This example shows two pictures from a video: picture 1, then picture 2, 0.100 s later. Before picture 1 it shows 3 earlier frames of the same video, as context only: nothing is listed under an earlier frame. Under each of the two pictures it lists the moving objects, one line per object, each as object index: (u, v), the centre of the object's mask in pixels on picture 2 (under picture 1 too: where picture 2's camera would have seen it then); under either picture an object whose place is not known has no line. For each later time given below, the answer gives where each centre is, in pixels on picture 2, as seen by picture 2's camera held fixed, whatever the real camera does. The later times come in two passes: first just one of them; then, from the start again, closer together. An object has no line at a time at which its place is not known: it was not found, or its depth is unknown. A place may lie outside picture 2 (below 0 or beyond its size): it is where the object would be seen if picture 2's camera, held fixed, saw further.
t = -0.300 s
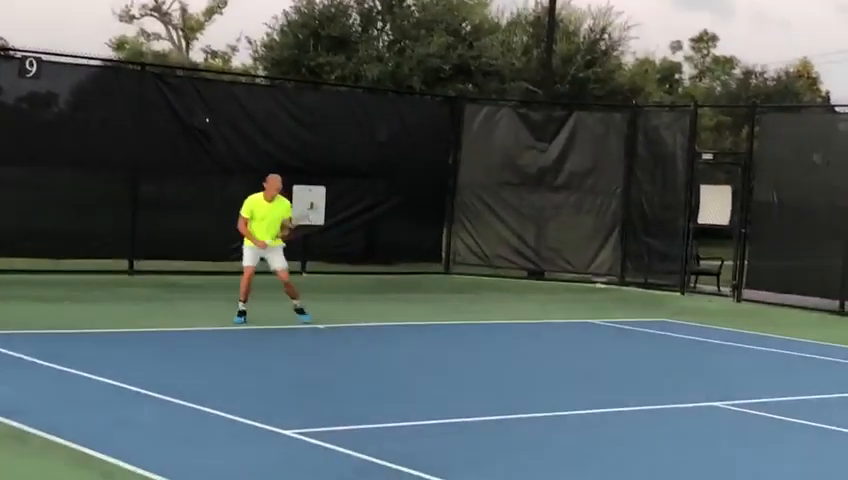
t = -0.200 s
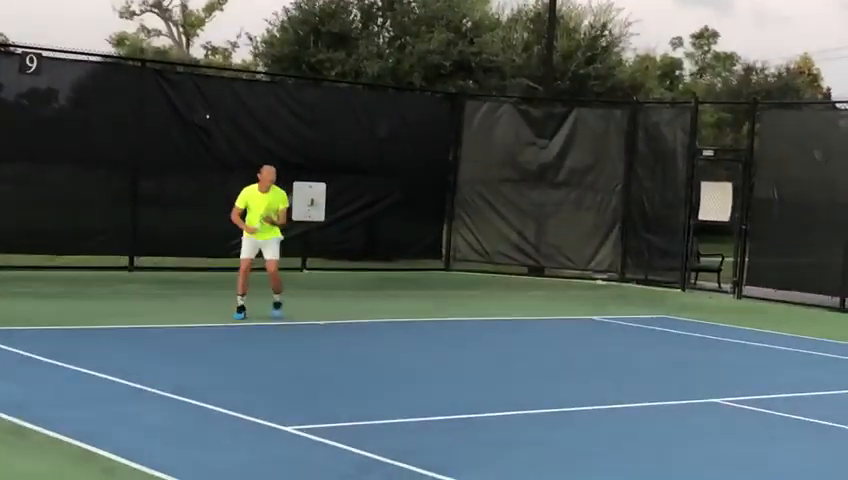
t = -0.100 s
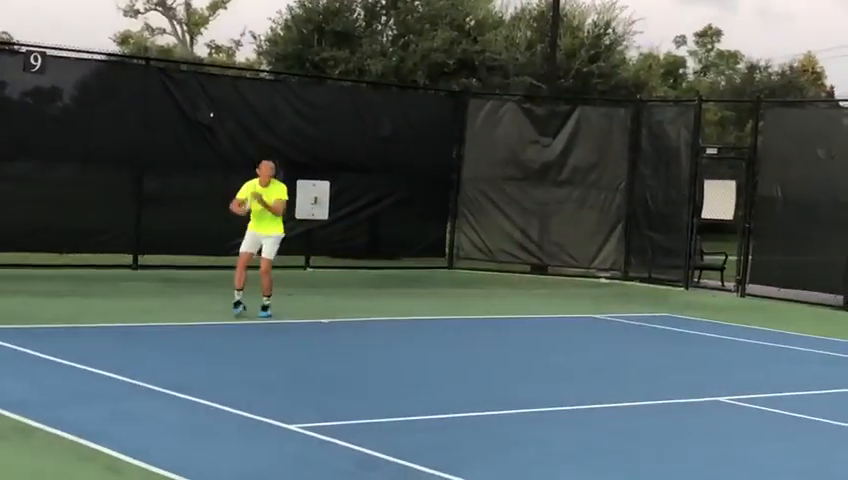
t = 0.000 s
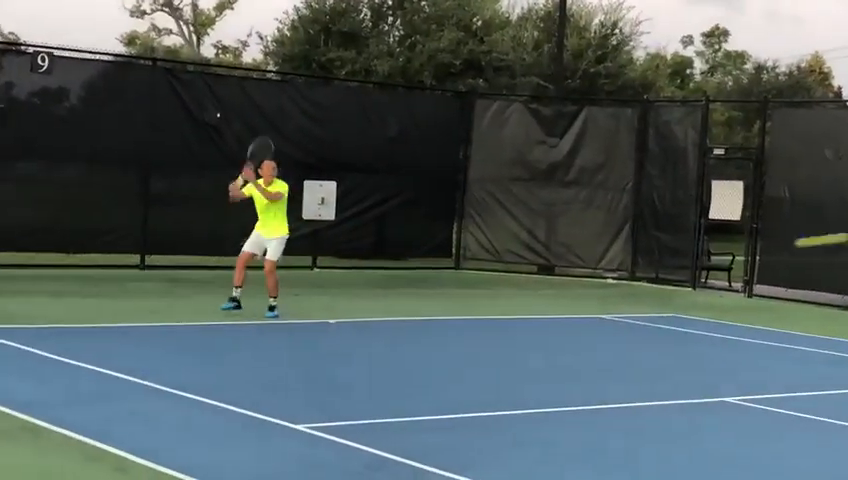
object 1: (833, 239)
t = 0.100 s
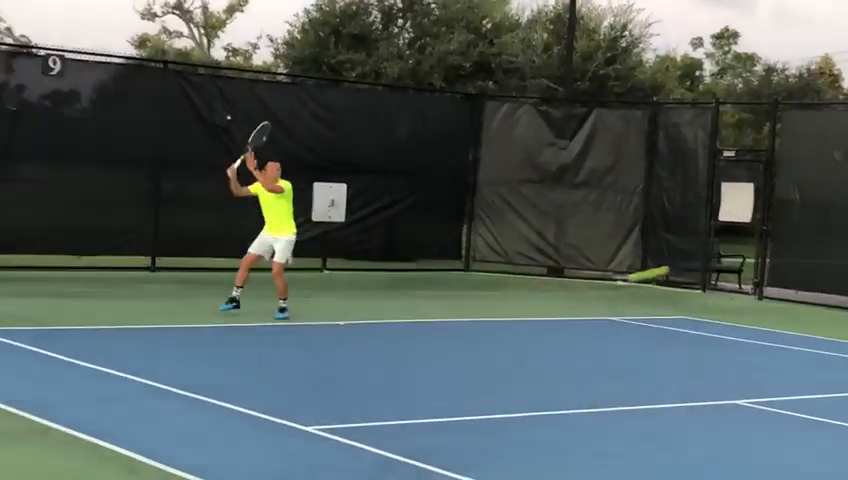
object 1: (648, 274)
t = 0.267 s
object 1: (419, 339)
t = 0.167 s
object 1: (548, 298)
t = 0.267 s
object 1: (419, 339)
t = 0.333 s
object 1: (360, 336)
